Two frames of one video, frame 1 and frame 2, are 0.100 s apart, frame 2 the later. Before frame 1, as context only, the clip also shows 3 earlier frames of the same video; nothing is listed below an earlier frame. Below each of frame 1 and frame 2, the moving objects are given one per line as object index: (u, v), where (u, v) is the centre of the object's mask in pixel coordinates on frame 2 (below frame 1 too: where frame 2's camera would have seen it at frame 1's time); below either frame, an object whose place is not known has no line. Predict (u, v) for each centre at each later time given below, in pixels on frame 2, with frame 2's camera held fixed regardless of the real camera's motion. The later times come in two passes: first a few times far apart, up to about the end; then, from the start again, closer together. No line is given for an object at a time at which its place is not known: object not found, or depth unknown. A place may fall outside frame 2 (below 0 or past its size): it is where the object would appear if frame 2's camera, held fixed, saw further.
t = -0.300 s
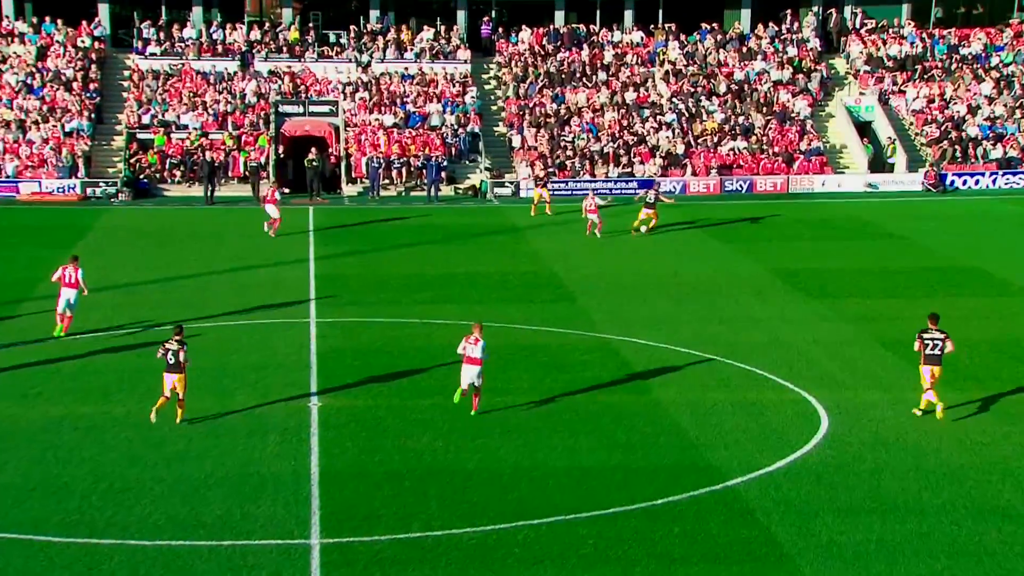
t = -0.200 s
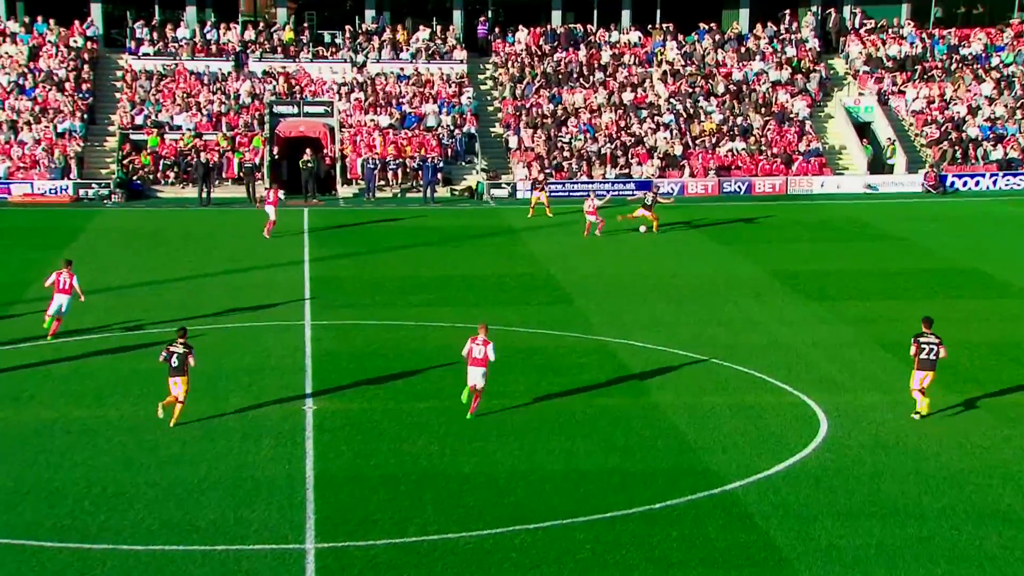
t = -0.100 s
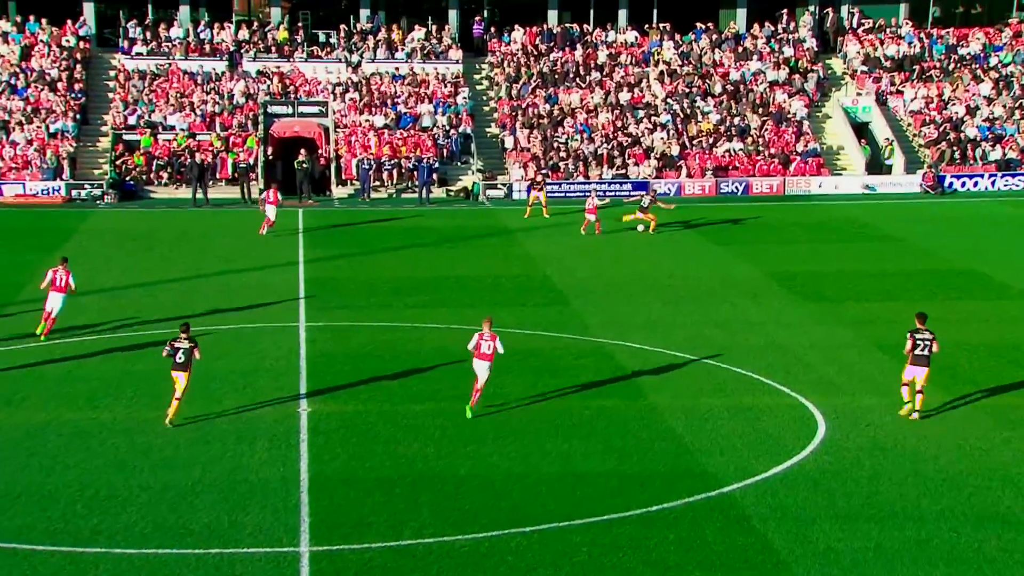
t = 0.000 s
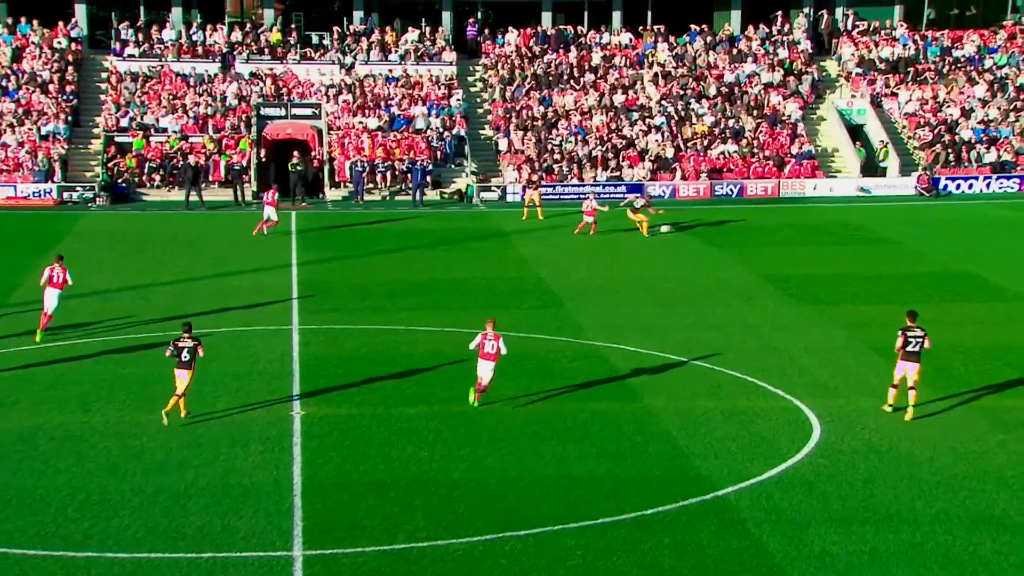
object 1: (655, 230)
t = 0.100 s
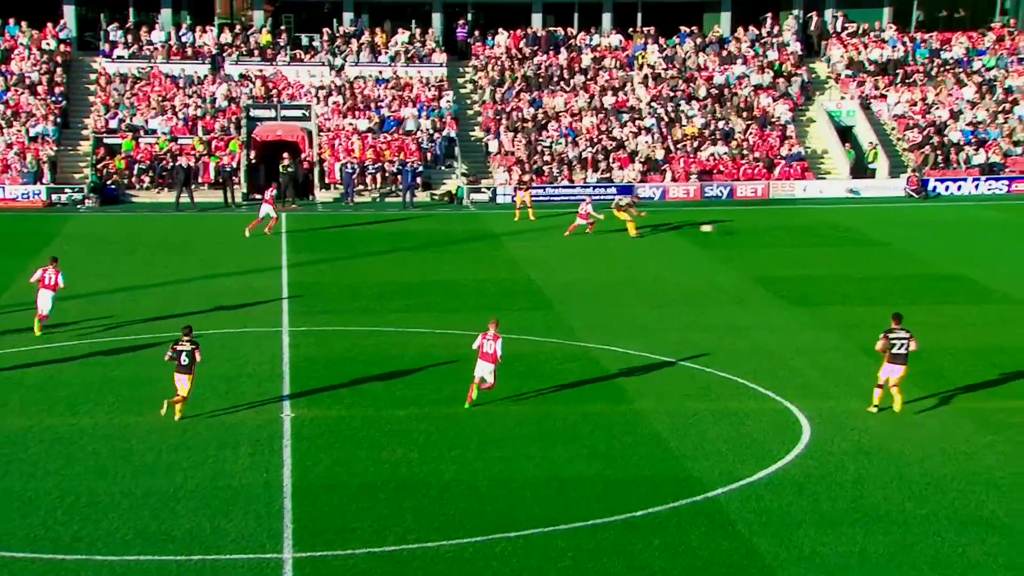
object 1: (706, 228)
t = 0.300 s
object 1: (811, 237)
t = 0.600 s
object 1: (954, 245)
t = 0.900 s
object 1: (1080, 250)
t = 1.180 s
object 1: (1183, 255)
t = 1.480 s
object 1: (1289, 261)
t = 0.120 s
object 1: (717, 228)
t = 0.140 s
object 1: (727, 229)
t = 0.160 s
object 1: (738, 229)
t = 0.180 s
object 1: (748, 230)
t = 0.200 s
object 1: (759, 231)
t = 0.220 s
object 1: (770, 232)
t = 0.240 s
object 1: (780, 233)
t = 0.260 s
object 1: (791, 234)
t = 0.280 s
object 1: (801, 236)
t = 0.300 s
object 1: (811, 237)
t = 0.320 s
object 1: (822, 239)
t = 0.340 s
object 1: (832, 239)
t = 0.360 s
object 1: (841, 238)
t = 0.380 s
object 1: (851, 238)
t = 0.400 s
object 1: (861, 238)
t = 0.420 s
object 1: (870, 238)
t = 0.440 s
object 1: (879, 238)
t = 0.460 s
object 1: (888, 238)
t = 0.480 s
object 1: (898, 239)
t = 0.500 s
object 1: (907, 239)
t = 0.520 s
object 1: (917, 240)
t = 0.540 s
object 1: (926, 241)
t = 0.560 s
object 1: (936, 242)
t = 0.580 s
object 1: (945, 243)
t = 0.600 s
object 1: (954, 245)
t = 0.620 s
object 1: (963, 246)
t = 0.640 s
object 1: (972, 246)
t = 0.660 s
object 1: (981, 246)
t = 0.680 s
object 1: (989, 246)
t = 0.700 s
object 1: (998, 246)
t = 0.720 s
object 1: (1007, 246)
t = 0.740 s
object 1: (1015, 247)
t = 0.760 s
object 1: (1024, 248)
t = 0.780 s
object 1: (1032, 249)
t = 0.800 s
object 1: (1041, 250)
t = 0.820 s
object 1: (1049, 250)
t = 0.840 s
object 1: (1057, 250)
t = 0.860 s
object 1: (1065, 250)
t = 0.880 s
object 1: (1073, 250)
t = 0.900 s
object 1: (1080, 250)
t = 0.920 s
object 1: (1088, 251)
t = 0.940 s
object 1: (1096, 251)
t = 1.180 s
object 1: (1183, 255)
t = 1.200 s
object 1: (1191, 256)
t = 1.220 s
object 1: (1198, 258)
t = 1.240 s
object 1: (1205, 257)
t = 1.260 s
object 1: (1212, 258)
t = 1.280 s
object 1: (1219, 257)
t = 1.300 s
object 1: (1226, 258)
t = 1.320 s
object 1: (1233, 258)
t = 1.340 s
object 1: (1240, 258)
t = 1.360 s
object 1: (1247, 258)
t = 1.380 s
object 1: (1254, 259)
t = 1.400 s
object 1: (1261, 260)
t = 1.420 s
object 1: (1268, 261)
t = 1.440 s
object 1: (1275, 261)
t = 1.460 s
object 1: (1282, 261)
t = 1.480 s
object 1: (1289, 261)
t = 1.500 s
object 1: (1296, 261)
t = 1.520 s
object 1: (1303, 261)
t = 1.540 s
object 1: (1310, 262)
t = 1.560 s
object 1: (1317, 262)
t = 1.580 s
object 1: (1324, 263)
